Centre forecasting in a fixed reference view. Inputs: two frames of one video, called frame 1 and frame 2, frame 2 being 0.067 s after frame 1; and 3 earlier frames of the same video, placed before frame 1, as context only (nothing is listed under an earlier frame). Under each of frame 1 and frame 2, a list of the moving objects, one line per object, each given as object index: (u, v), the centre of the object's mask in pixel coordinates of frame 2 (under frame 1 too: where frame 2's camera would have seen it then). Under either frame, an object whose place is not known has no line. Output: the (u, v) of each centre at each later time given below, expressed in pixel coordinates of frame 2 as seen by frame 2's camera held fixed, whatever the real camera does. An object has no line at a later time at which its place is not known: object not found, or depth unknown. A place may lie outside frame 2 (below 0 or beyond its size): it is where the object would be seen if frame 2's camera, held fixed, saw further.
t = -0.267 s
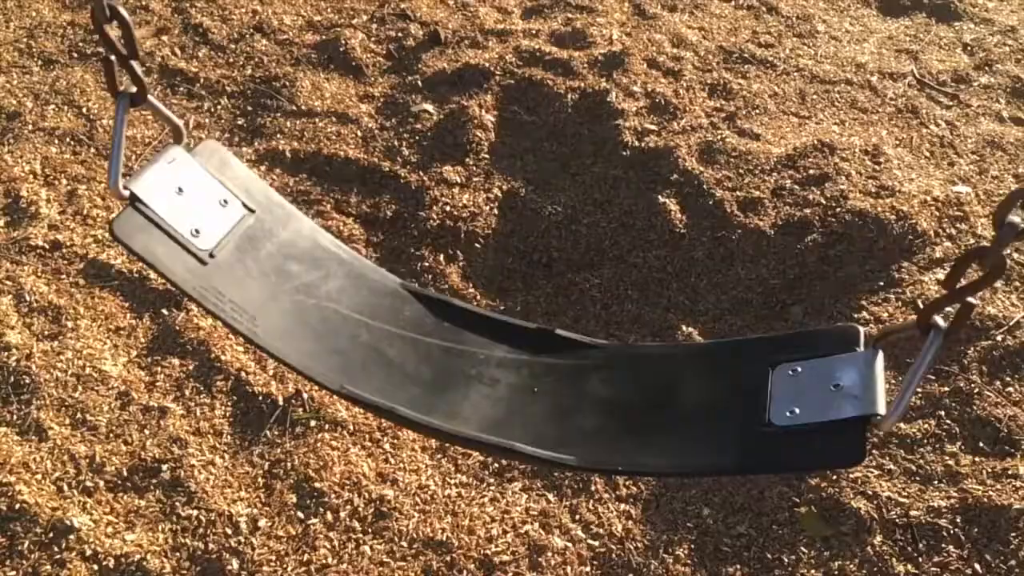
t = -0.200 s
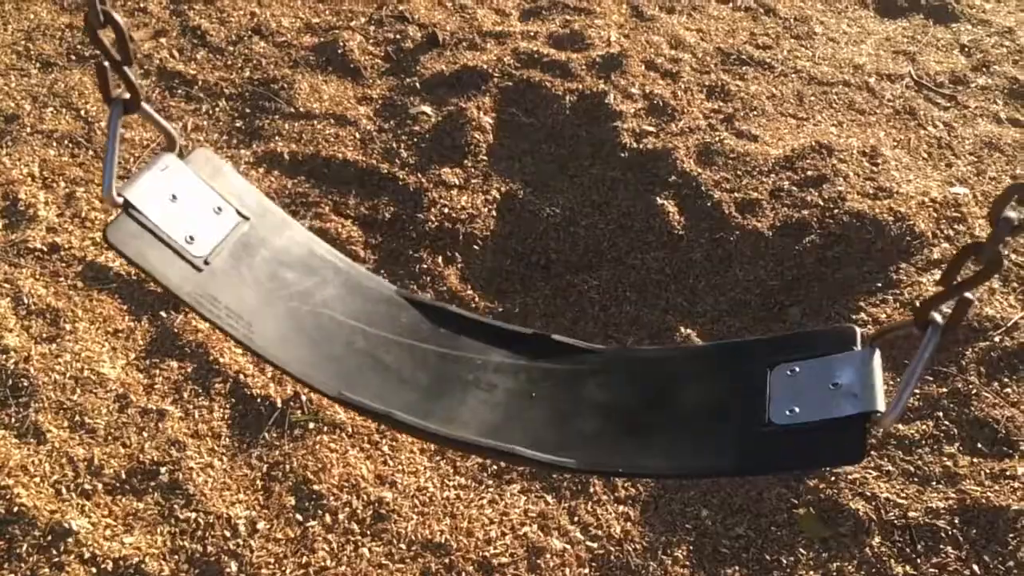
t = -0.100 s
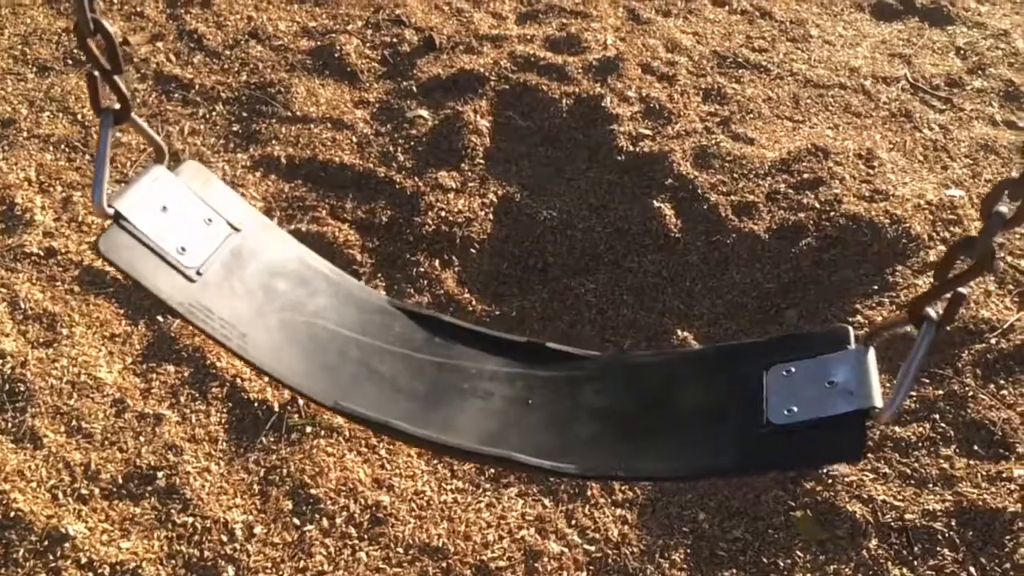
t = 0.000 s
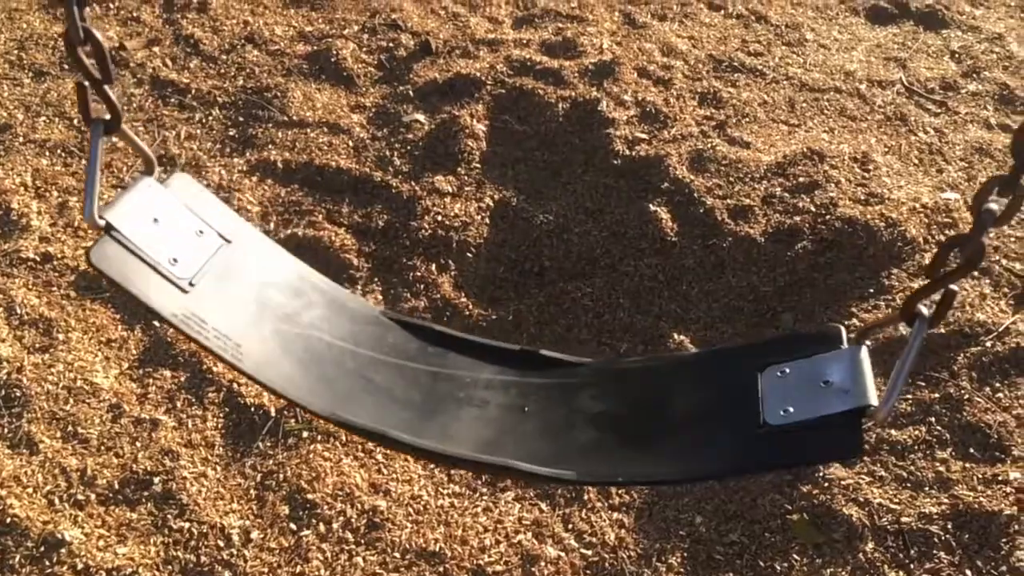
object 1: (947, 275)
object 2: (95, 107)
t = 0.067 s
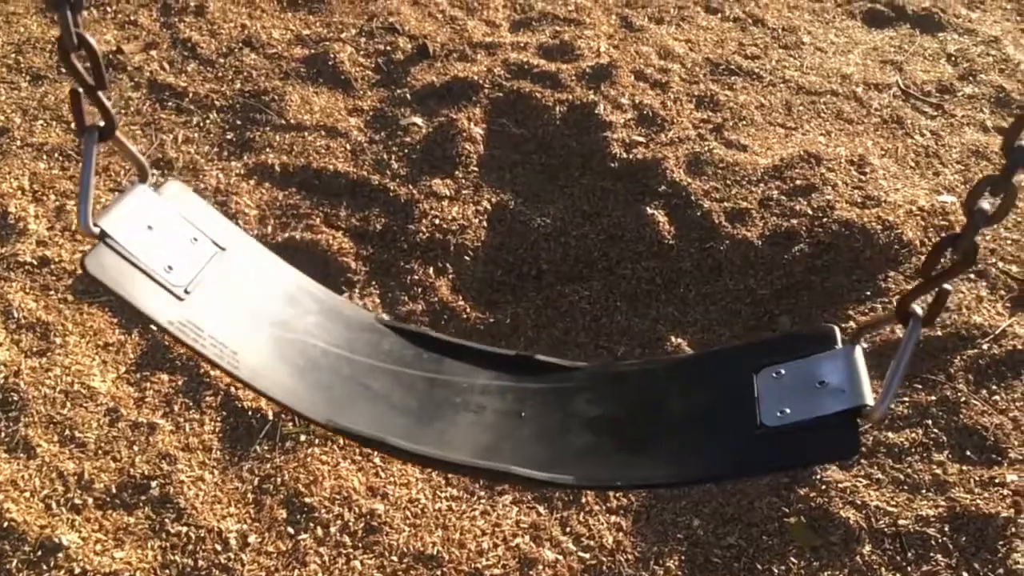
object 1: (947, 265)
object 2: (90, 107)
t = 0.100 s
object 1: (947, 260)
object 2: (88, 106)
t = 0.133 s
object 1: (947, 256)
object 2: (86, 104)
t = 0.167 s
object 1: (947, 250)
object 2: (84, 104)
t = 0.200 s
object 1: (947, 246)
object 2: (83, 103)
